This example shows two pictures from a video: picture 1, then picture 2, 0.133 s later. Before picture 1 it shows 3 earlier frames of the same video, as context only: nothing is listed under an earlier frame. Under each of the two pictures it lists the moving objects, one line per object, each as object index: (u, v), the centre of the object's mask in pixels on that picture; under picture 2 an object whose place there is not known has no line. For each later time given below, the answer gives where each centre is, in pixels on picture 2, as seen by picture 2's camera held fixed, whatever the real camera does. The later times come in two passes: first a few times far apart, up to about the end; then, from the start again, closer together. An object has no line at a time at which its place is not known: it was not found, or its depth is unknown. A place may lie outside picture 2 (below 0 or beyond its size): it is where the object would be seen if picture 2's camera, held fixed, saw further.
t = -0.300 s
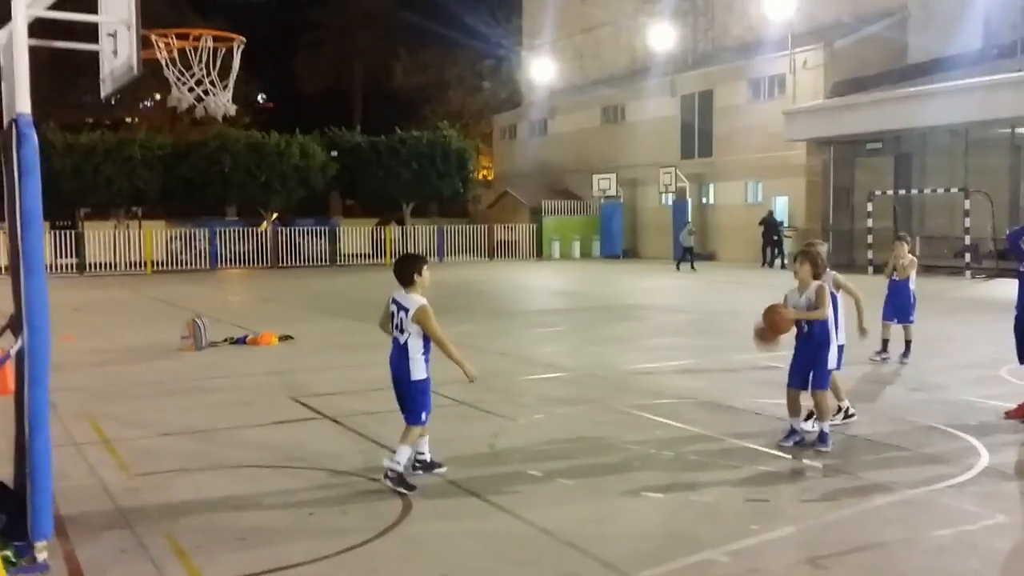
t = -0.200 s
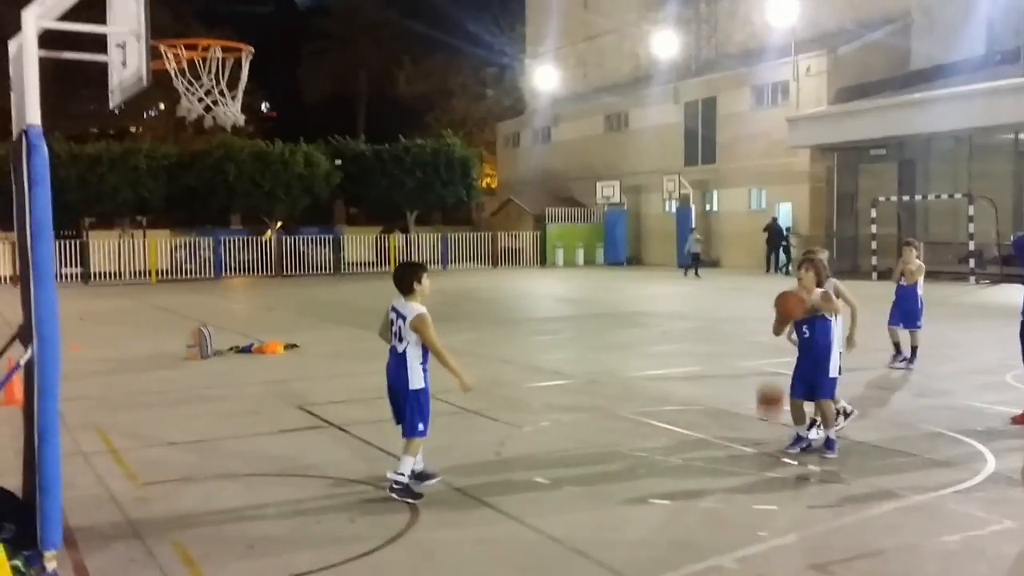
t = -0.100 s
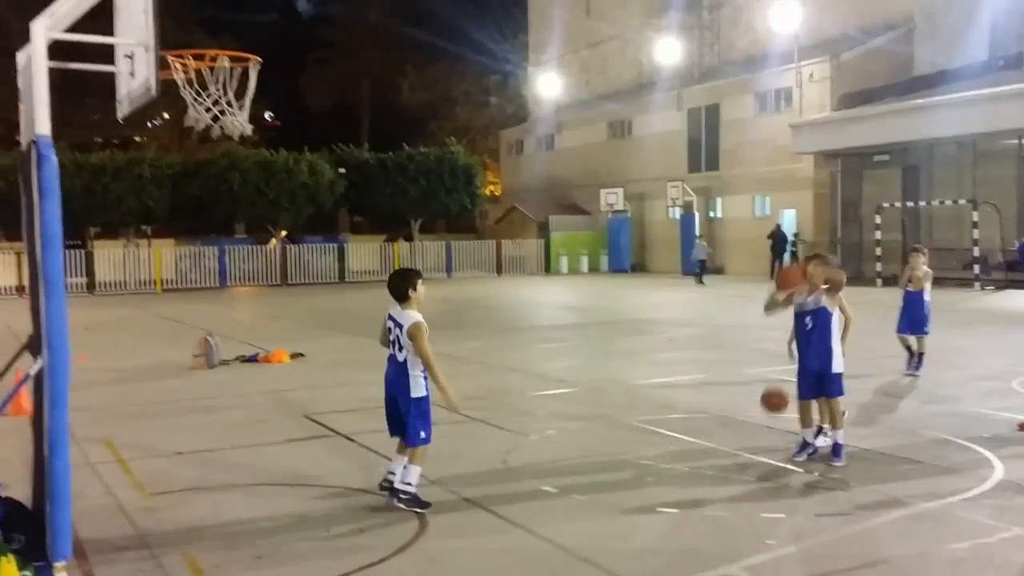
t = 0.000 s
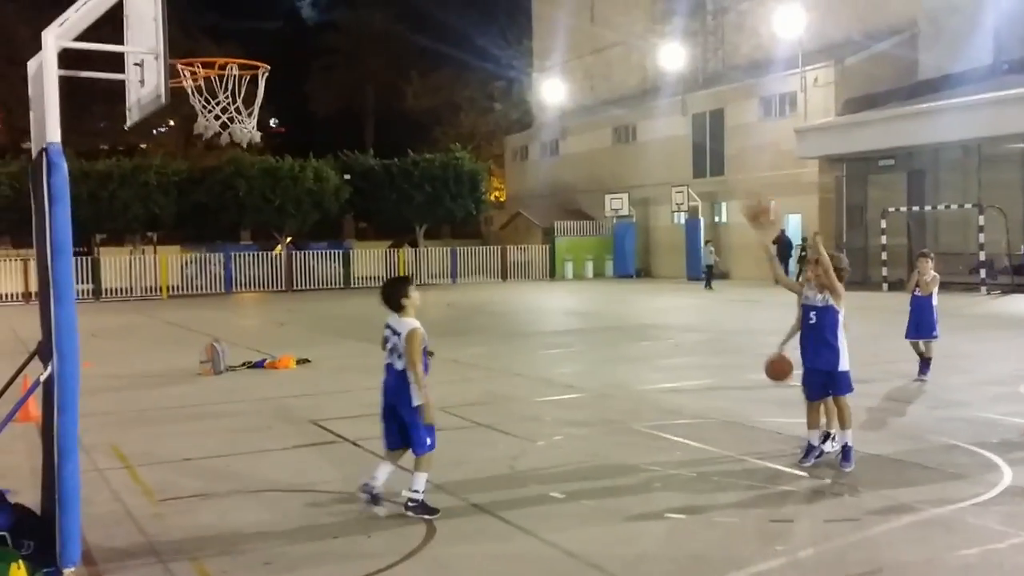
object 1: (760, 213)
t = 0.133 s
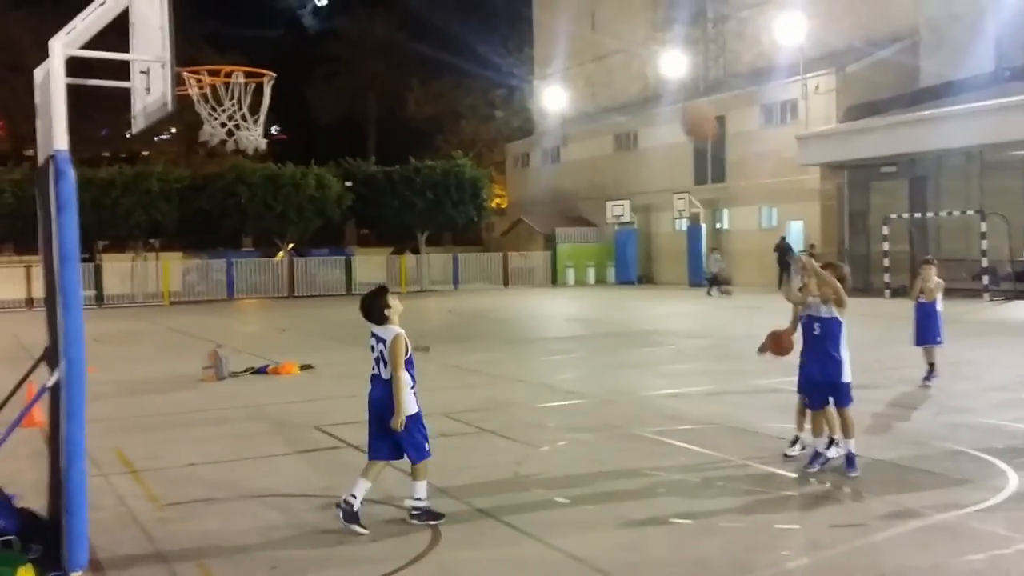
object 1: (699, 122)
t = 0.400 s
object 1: (561, 2)
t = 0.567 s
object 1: (467, -13)
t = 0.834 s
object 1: (298, 39)
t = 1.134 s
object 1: (198, -10)
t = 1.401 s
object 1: (263, 30)
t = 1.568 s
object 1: (311, 122)
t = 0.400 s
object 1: (561, 2)
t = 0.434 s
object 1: (540, -2)
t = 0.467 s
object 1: (525, -6)
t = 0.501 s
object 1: (508, -9)
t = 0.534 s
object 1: (487, -11)
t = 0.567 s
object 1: (467, -13)
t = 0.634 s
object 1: (426, -13)
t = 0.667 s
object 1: (405, -11)
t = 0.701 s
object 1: (384, -8)
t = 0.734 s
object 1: (365, -2)
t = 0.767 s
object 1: (342, 10)
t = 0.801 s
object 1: (321, 23)
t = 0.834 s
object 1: (298, 39)
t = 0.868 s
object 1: (278, 51)
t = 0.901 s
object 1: (260, 38)
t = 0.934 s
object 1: (252, 26)
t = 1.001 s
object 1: (232, 6)
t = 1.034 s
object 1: (223, -2)
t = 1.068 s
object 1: (212, -6)
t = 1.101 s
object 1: (204, -10)
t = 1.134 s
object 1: (198, -10)
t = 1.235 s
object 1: (214, -11)
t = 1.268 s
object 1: (222, -6)
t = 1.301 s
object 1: (231, -1)
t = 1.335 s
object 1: (242, 7)
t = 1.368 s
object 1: (254, 18)
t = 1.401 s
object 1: (263, 30)
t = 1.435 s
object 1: (273, 43)
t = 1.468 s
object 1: (282, 60)
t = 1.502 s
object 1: (294, 79)
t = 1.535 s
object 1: (303, 101)
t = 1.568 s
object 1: (311, 122)
